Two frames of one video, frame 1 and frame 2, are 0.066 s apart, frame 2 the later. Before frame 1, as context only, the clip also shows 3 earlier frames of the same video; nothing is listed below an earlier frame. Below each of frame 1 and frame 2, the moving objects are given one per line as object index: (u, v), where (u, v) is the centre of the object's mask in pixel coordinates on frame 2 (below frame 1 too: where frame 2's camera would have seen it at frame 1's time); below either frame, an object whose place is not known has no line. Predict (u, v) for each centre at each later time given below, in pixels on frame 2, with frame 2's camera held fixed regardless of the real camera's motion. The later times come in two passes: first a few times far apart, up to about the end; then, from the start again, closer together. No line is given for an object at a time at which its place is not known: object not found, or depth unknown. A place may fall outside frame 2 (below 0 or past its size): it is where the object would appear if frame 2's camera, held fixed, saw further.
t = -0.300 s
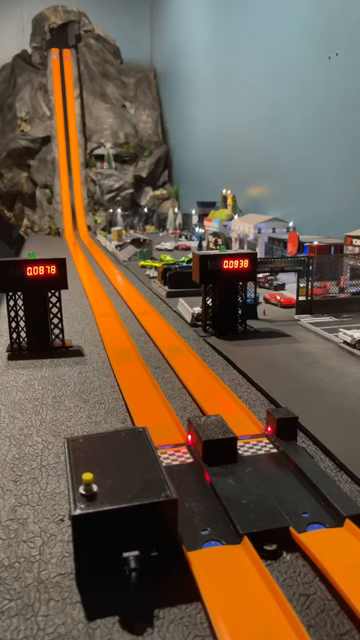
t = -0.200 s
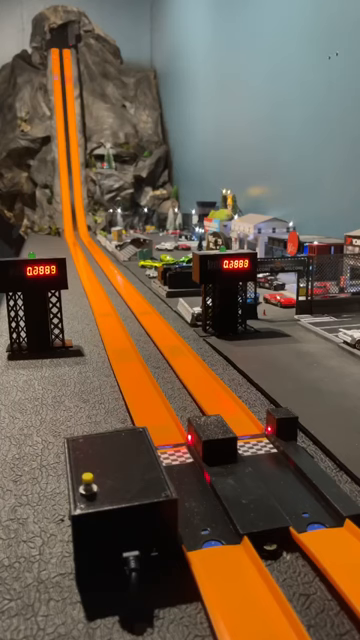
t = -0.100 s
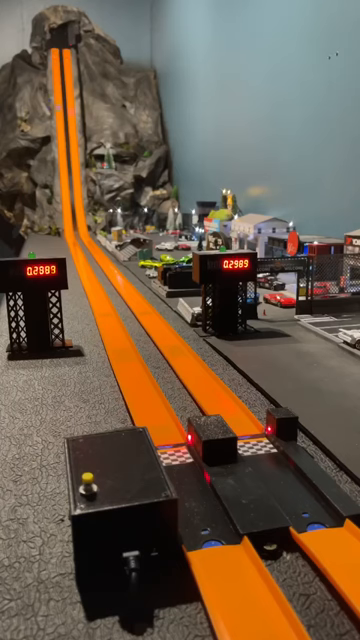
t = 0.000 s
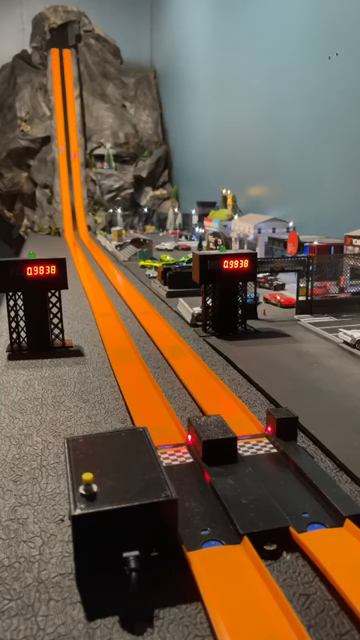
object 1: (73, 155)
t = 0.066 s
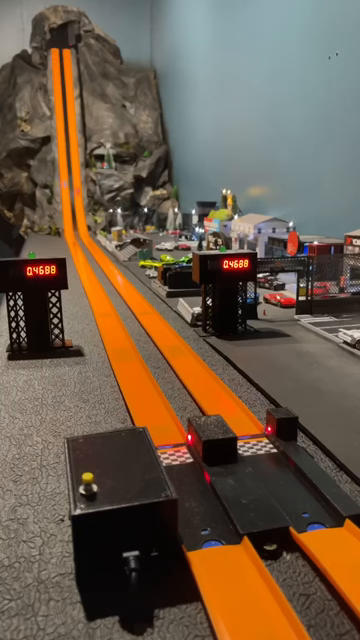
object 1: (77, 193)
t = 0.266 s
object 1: (87, 242)
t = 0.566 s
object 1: (115, 277)
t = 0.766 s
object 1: (169, 342)
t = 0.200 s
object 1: (84, 236)
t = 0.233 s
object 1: (85, 238)
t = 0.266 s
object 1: (87, 242)
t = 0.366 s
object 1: (92, 250)
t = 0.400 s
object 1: (97, 253)
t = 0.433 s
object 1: (99, 258)
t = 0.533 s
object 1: (110, 271)
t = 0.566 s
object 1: (115, 277)
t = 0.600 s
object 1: (120, 283)
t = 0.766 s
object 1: (169, 342)
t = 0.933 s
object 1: (342, 556)
